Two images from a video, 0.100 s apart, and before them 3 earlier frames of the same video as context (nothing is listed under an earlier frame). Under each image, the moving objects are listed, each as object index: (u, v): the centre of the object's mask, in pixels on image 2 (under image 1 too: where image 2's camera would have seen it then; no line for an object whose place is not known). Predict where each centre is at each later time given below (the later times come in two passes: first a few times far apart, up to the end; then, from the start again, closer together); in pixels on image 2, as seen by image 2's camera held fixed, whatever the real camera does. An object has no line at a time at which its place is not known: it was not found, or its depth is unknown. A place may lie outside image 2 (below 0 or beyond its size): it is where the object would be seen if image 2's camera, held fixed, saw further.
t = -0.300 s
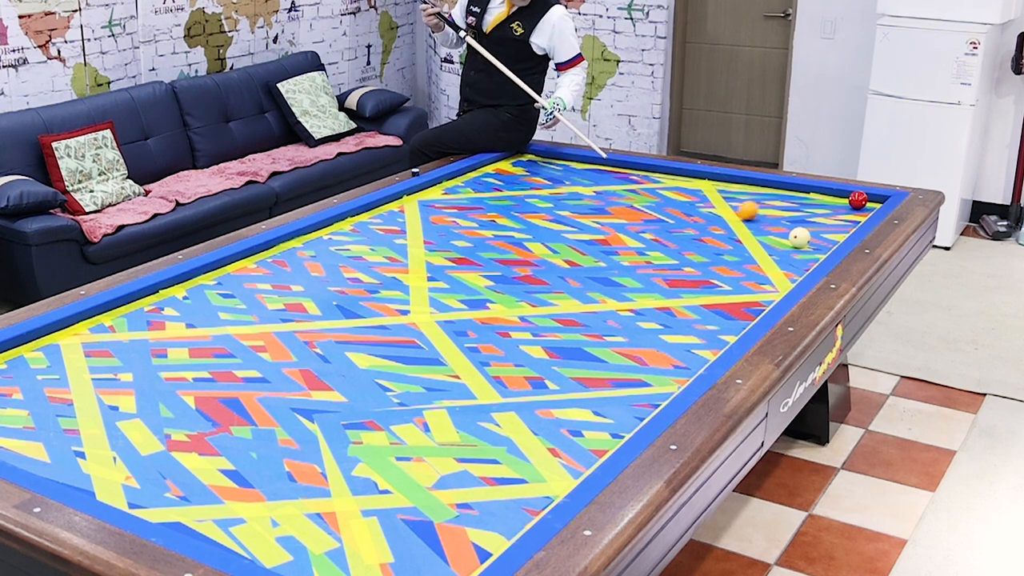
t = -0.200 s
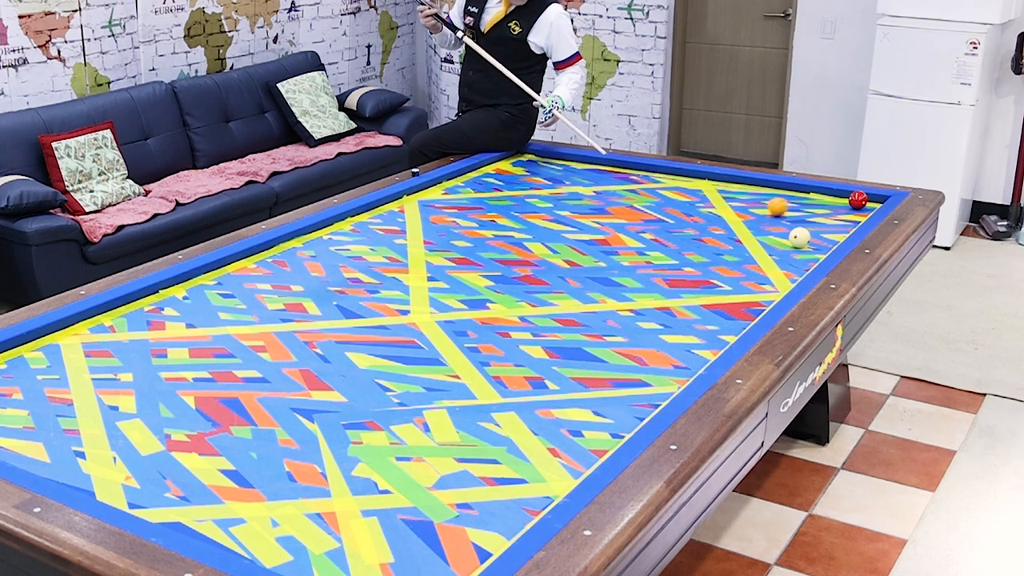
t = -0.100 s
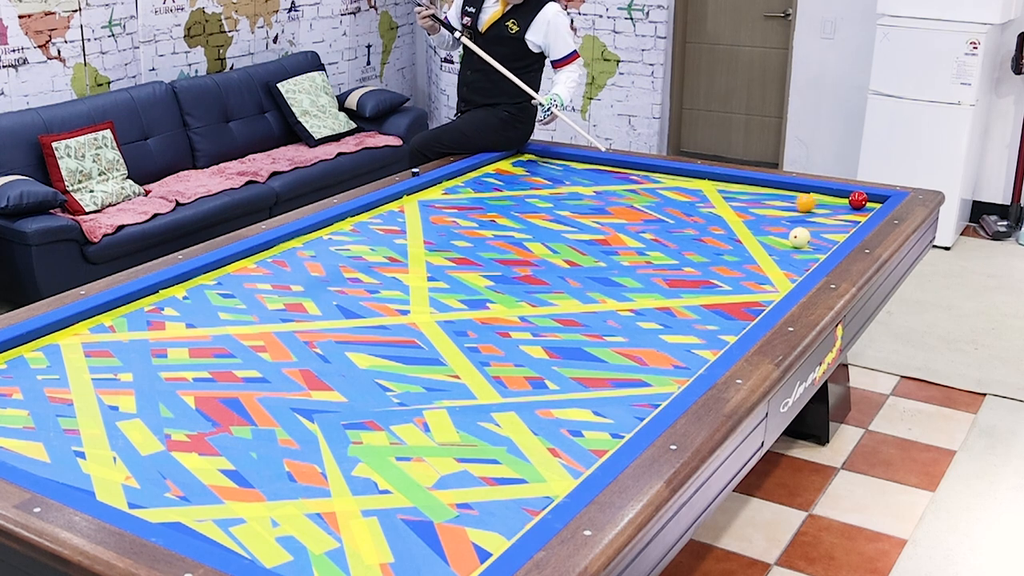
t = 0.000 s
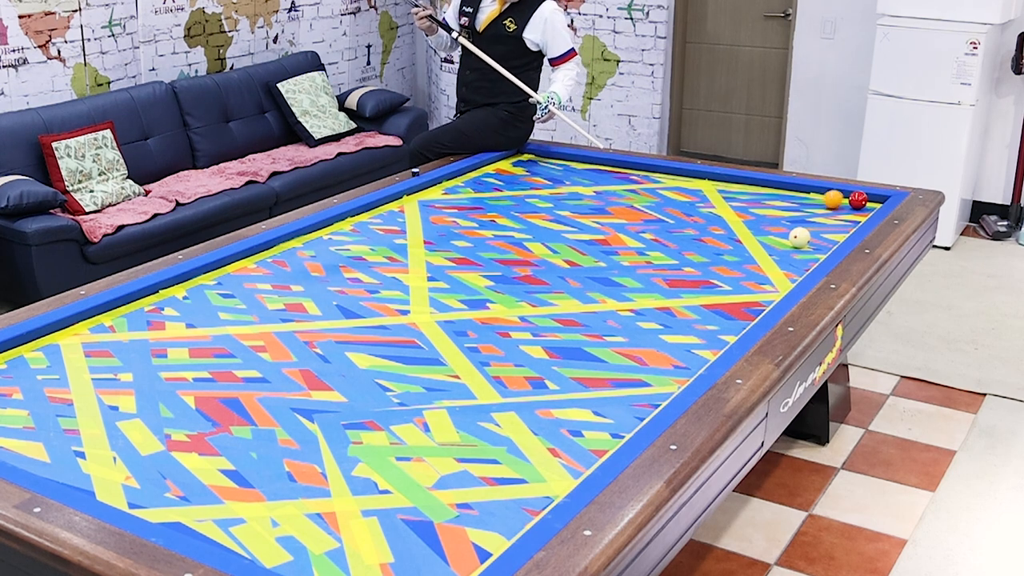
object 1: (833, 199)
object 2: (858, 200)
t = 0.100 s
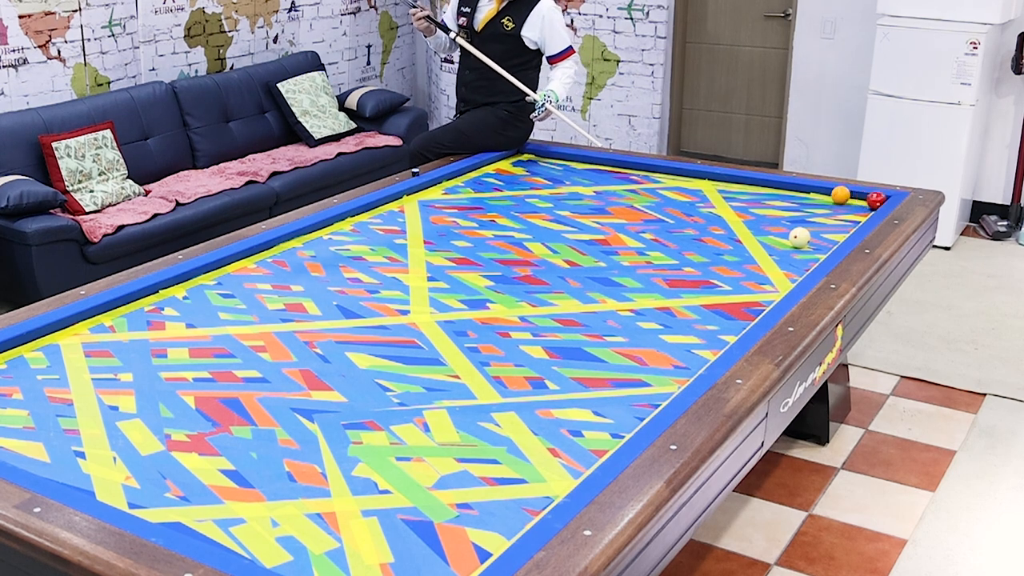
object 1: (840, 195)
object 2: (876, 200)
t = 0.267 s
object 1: (845, 197)
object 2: (865, 196)
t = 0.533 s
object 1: (839, 205)
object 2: (853, 195)
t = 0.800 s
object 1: (833, 212)
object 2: (839, 196)
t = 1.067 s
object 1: (827, 220)
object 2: (826, 195)
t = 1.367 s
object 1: (820, 227)
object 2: (812, 194)
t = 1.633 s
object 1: (816, 234)
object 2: (800, 194)
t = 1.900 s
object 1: (820, 238)
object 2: (790, 193)
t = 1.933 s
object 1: (821, 239)
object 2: (788, 193)
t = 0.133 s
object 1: (842, 194)
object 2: (875, 199)
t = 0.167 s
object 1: (844, 193)
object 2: (872, 199)
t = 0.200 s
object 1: (844, 194)
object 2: (869, 198)
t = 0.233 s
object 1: (845, 196)
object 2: (866, 197)
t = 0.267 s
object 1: (845, 197)
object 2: (865, 196)
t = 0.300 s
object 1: (844, 198)
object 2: (864, 196)
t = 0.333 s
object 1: (844, 199)
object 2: (862, 195)
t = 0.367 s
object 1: (843, 200)
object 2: (861, 195)
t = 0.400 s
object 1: (842, 201)
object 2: (860, 195)
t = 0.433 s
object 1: (841, 202)
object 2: (858, 195)
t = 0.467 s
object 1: (841, 203)
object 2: (856, 195)
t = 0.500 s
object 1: (840, 204)
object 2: (855, 195)
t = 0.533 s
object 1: (839, 205)
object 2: (853, 195)
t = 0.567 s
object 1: (838, 206)
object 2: (851, 195)
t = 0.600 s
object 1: (838, 207)
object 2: (850, 195)
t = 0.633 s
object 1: (837, 208)
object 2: (848, 195)
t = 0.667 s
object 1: (836, 209)
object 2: (846, 195)
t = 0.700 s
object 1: (835, 209)
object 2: (845, 195)
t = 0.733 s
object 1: (834, 210)
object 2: (843, 195)
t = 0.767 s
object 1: (834, 211)
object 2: (841, 195)
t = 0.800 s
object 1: (833, 212)
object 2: (839, 196)
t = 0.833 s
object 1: (832, 213)
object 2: (838, 196)
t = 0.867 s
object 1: (832, 214)
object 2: (836, 196)
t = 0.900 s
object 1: (831, 215)
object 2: (834, 196)
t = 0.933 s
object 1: (830, 216)
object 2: (833, 196)
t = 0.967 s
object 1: (829, 217)
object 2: (831, 196)
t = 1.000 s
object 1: (828, 218)
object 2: (829, 196)
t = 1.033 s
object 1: (827, 218)
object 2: (828, 196)
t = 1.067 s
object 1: (827, 220)
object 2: (826, 195)
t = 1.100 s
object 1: (826, 220)
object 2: (824, 195)
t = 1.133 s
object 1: (825, 221)
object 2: (823, 195)
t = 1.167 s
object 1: (824, 222)
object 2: (821, 195)
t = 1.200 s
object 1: (823, 223)
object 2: (820, 195)
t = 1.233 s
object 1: (822, 224)
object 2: (818, 195)
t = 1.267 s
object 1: (822, 225)
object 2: (816, 195)
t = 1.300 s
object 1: (821, 226)
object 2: (815, 194)
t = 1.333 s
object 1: (820, 227)
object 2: (813, 194)
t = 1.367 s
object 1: (820, 227)
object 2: (812, 194)
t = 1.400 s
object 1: (819, 228)
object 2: (810, 194)
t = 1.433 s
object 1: (818, 229)
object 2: (809, 194)
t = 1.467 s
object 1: (818, 230)
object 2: (807, 194)
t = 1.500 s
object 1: (817, 231)
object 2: (806, 194)
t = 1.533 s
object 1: (817, 232)
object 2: (804, 194)
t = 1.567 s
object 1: (816, 233)
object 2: (803, 194)
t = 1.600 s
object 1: (816, 233)
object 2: (802, 194)
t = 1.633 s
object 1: (816, 234)
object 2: (800, 194)
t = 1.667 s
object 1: (816, 235)
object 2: (799, 193)
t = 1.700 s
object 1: (816, 235)
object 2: (797, 193)
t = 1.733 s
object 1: (817, 236)
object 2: (796, 193)
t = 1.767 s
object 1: (818, 236)
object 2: (795, 193)
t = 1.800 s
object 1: (818, 237)
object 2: (794, 193)
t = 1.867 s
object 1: (819, 238)
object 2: (791, 193)
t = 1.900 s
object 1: (820, 238)
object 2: (790, 193)
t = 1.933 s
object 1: (821, 239)
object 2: (788, 193)
